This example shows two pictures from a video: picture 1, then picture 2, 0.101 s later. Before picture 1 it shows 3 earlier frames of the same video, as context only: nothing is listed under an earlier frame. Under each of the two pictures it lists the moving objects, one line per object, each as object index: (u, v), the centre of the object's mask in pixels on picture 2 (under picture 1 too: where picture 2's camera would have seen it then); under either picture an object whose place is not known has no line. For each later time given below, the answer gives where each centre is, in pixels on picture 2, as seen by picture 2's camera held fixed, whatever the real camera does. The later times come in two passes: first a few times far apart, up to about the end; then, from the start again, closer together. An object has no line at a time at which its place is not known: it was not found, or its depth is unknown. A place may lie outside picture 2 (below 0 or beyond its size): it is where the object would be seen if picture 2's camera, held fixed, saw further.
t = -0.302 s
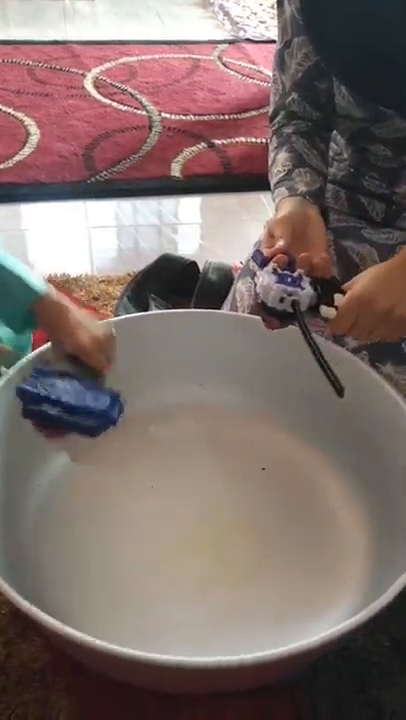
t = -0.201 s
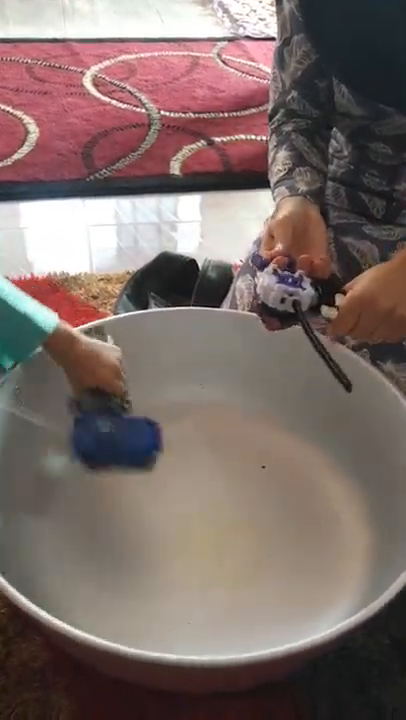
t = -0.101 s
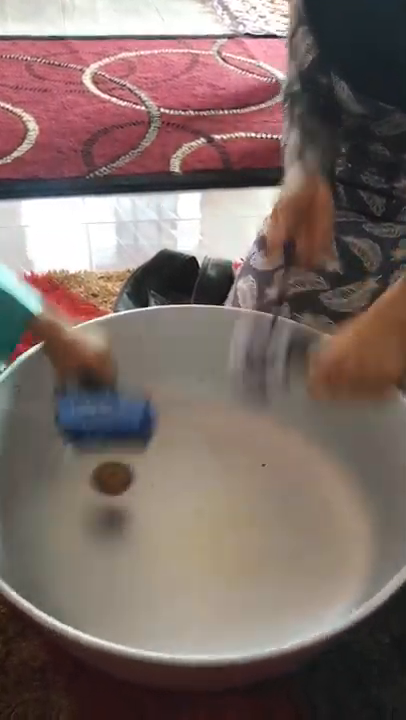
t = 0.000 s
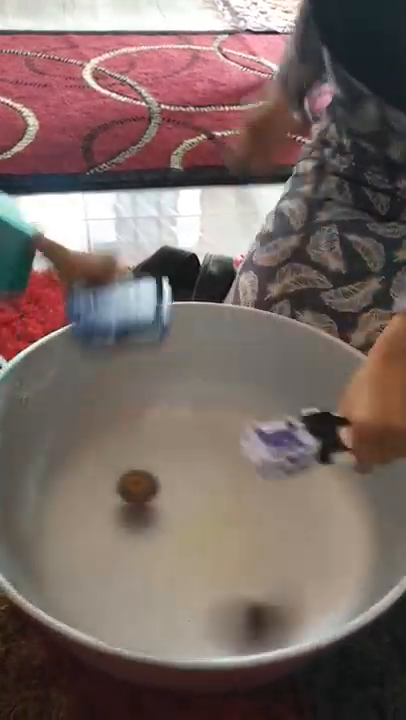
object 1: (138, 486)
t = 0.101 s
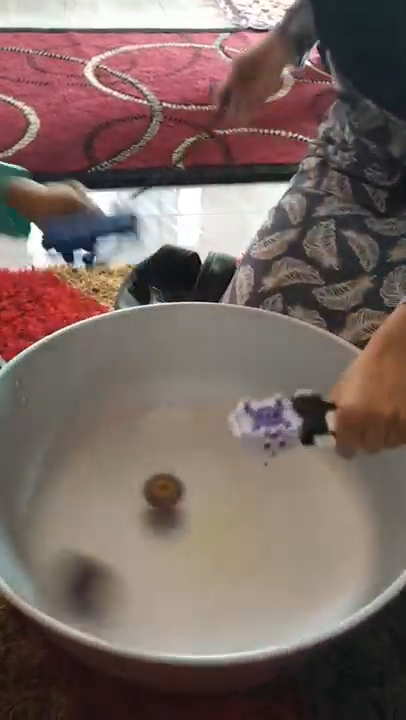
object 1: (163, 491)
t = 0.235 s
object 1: (187, 484)
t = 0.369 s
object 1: (209, 480)
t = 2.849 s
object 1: (162, 577)
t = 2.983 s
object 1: (151, 570)
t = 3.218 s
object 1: (138, 549)
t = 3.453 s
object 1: (131, 525)
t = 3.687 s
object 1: (132, 503)
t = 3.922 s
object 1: (138, 485)
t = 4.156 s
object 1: (127, 472)
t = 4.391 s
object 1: (127, 473)
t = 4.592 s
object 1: (138, 471)
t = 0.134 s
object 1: (170, 489)
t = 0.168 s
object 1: (177, 488)
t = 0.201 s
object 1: (182, 485)
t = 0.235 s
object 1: (187, 484)
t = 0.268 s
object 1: (193, 482)
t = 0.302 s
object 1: (198, 481)
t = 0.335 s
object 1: (204, 481)
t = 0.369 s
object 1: (209, 480)
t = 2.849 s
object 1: (162, 577)
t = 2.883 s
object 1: (159, 576)
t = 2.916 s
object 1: (156, 574)
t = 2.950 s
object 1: (154, 572)
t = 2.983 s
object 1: (151, 570)
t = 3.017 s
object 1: (149, 568)
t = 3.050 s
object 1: (147, 565)
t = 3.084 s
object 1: (145, 562)
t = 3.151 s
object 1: (142, 556)
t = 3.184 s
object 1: (140, 553)
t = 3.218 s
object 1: (138, 549)
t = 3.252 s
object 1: (137, 546)
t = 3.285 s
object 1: (136, 543)
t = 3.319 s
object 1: (135, 539)
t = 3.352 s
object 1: (133, 536)
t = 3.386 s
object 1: (132, 532)
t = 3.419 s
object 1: (132, 529)
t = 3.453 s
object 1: (131, 525)
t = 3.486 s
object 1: (131, 522)
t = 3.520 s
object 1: (131, 519)
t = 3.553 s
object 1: (131, 515)
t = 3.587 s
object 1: (131, 512)
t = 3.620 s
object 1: (131, 509)
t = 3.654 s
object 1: (131, 506)
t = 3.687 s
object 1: (132, 503)
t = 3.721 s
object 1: (133, 501)
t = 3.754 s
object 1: (134, 498)
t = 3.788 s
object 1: (135, 496)
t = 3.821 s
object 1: (136, 493)
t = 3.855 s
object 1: (137, 490)
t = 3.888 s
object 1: (138, 487)
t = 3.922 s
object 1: (138, 485)
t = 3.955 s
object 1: (136, 481)
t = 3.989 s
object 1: (134, 479)
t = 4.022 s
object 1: (132, 477)
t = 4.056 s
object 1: (130, 475)
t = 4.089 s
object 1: (129, 474)
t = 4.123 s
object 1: (128, 473)
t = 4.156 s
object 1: (127, 472)
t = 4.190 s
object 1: (126, 471)
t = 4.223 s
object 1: (126, 471)
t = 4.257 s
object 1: (127, 471)
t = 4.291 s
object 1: (127, 472)
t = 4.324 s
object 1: (127, 472)
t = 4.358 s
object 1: (127, 473)
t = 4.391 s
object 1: (127, 473)
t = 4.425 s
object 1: (128, 473)
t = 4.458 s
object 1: (129, 472)
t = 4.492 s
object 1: (130, 471)
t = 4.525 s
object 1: (133, 471)
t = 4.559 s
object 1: (134, 470)
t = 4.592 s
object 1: (138, 471)
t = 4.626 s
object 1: (141, 470)
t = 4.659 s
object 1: (145, 472)
